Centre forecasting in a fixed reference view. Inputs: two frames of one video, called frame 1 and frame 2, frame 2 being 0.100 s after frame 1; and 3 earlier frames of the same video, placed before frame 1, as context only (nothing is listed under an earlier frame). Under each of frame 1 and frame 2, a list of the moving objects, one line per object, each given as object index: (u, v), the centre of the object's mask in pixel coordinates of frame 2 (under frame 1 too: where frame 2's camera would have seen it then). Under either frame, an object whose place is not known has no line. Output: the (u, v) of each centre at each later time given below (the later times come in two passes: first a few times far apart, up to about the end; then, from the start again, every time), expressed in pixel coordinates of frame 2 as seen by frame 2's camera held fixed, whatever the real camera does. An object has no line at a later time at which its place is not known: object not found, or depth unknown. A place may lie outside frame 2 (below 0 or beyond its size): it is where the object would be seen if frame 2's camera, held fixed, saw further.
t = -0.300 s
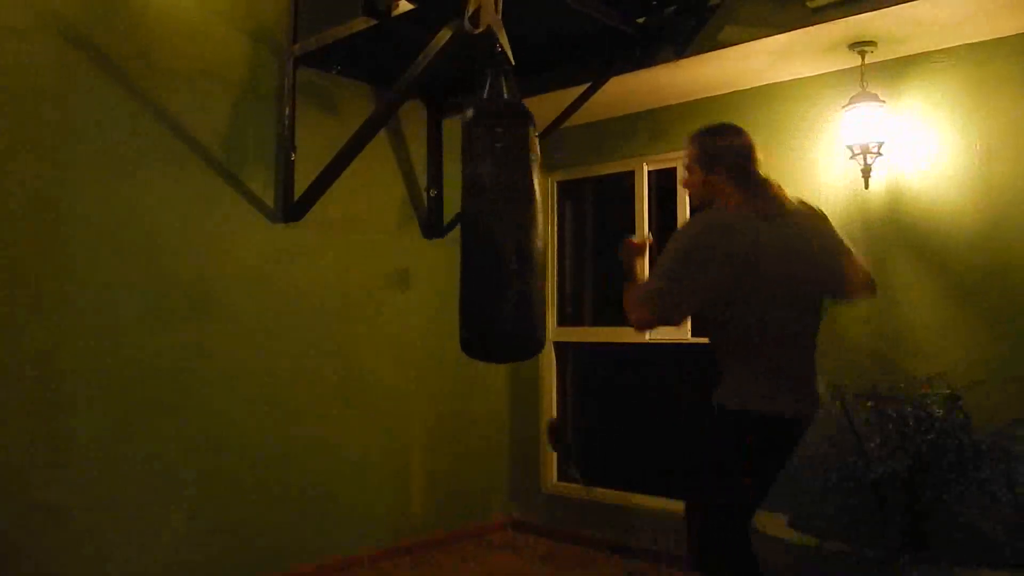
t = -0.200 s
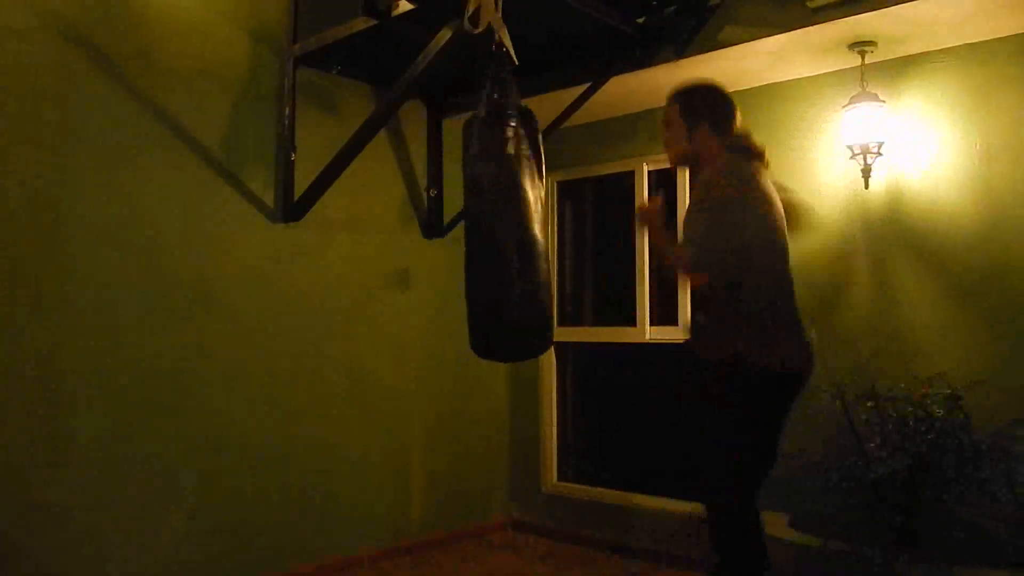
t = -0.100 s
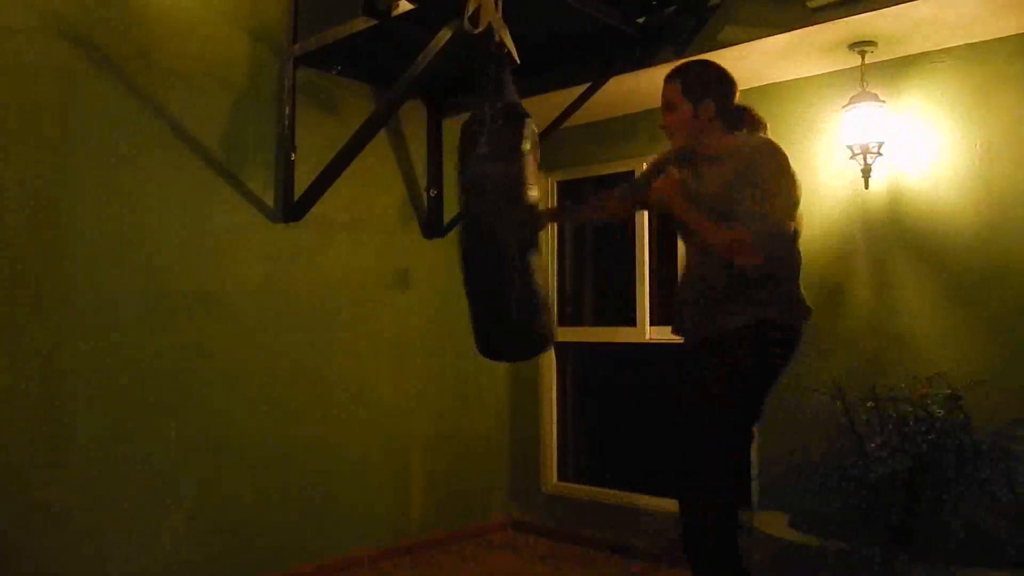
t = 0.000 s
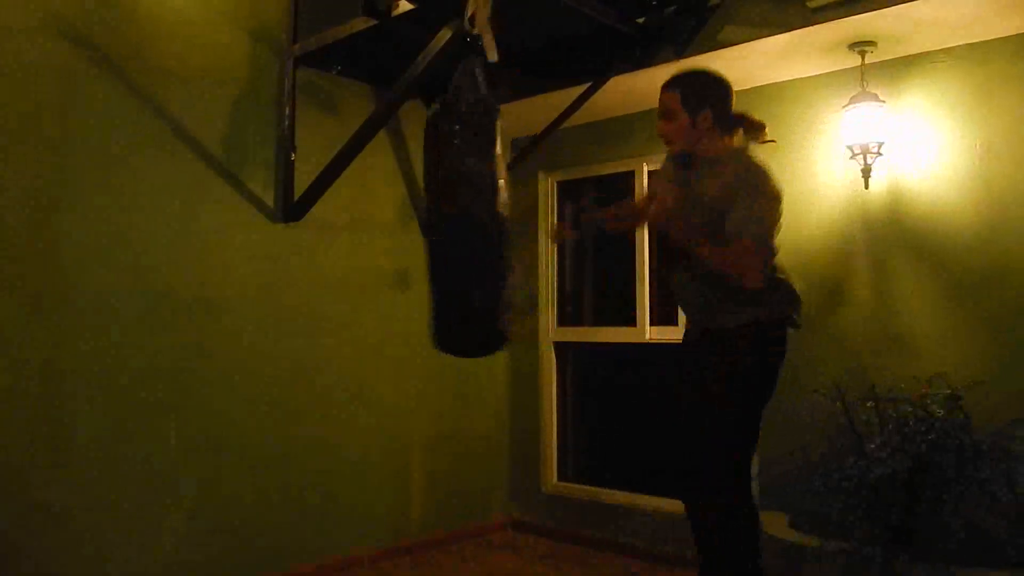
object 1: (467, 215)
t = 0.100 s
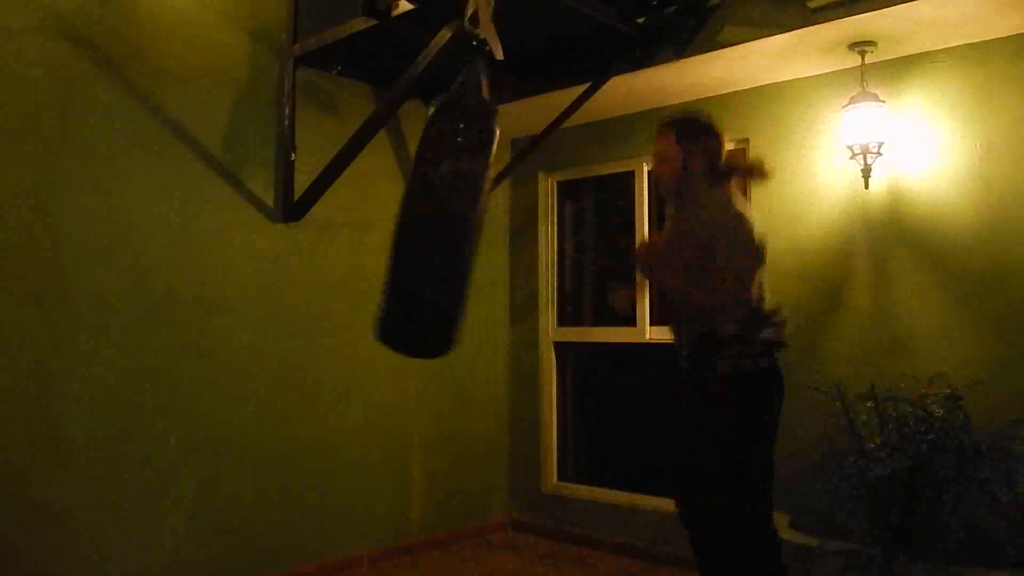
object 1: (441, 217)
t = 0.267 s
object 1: (406, 207)
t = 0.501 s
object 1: (397, 203)
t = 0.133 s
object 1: (433, 216)
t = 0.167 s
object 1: (426, 214)
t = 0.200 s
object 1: (419, 213)
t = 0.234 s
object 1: (412, 209)
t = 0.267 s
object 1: (406, 207)
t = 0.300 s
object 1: (401, 206)
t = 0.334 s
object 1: (398, 203)
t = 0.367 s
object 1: (396, 203)
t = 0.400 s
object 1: (396, 199)
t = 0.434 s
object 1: (395, 200)
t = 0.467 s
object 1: (396, 201)
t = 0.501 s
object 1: (397, 203)
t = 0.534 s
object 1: (400, 204)
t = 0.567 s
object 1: (404, 205)
